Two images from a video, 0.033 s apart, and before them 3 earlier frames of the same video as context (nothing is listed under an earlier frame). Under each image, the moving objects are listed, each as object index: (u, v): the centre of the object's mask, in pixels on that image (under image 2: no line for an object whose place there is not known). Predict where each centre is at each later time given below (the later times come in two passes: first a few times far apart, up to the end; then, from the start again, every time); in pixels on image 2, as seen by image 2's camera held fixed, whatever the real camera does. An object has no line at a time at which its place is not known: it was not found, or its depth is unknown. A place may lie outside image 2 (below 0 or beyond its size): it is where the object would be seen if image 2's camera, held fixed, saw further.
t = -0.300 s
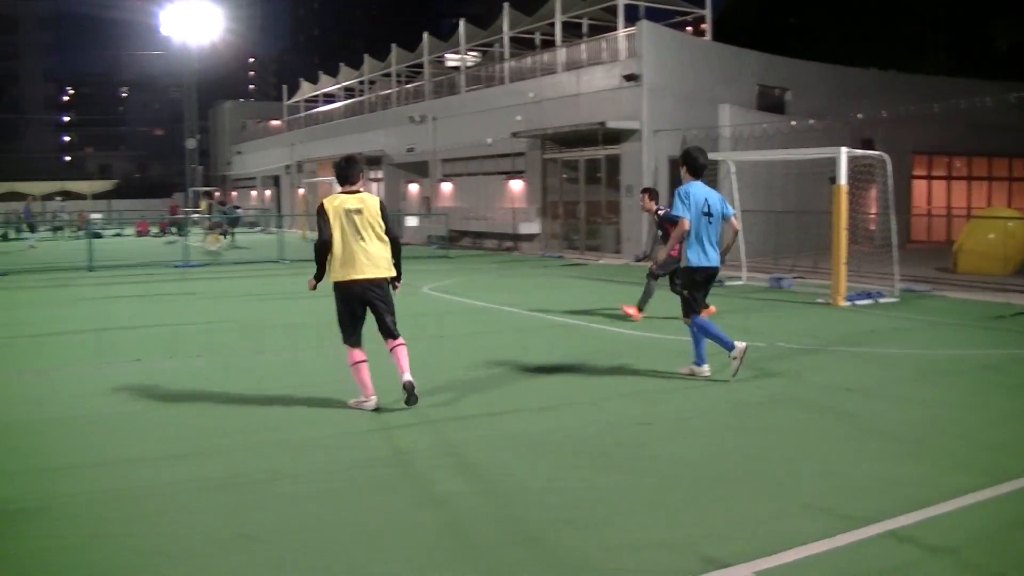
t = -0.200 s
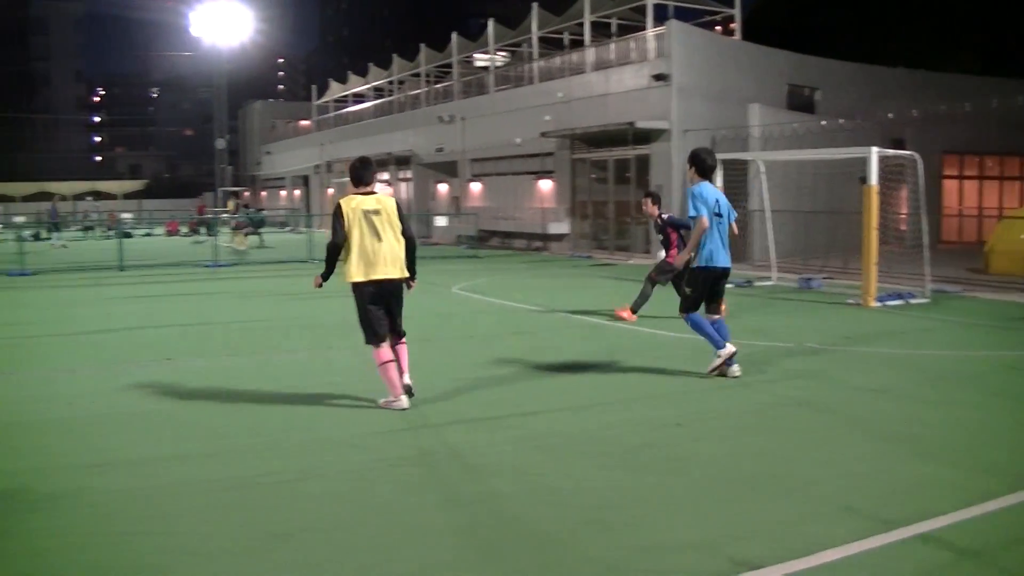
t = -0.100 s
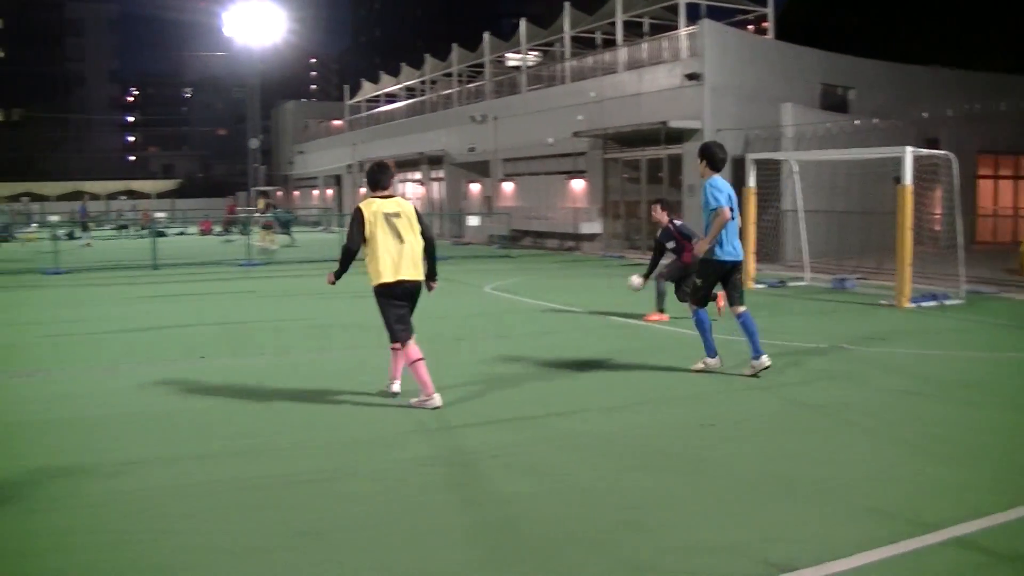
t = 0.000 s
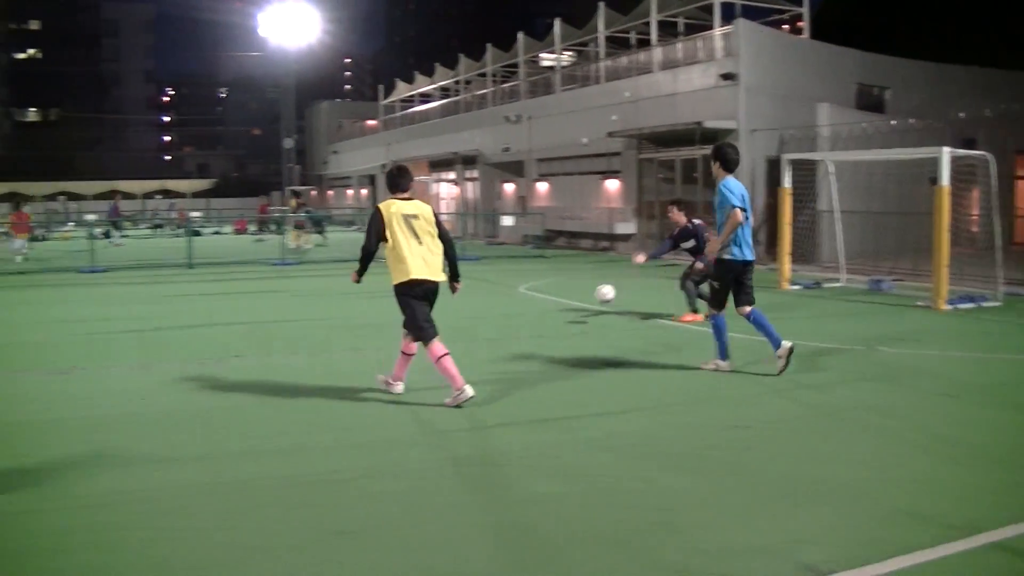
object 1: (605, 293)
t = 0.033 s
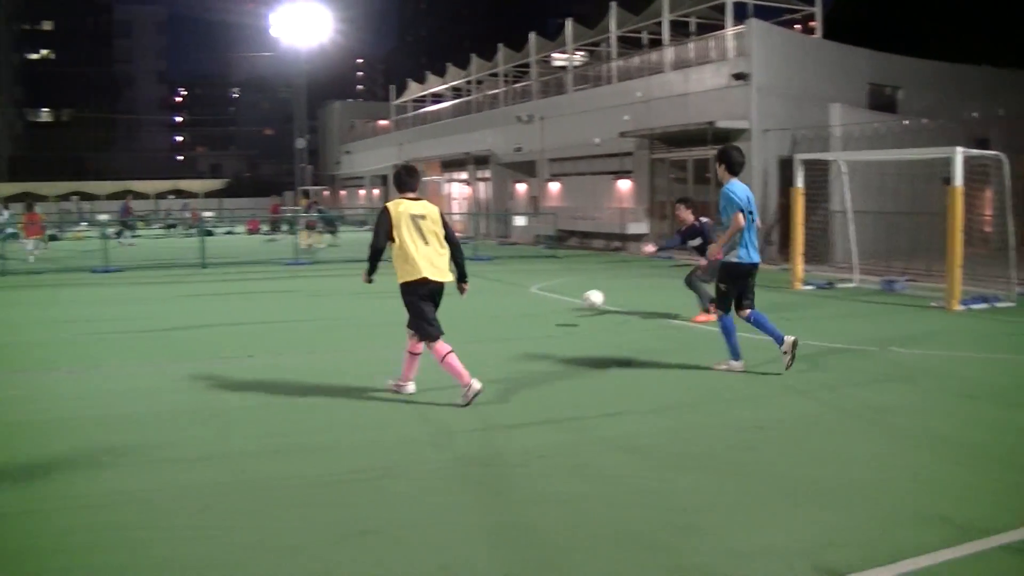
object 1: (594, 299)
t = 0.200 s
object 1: (474, 321)
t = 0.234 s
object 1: (452, 320)
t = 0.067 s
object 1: (570, 304)
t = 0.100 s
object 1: (545, 312)
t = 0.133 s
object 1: (518, 320)
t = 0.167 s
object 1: (495, 323)
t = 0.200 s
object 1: (474, 321)
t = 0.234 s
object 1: (452, 320)
